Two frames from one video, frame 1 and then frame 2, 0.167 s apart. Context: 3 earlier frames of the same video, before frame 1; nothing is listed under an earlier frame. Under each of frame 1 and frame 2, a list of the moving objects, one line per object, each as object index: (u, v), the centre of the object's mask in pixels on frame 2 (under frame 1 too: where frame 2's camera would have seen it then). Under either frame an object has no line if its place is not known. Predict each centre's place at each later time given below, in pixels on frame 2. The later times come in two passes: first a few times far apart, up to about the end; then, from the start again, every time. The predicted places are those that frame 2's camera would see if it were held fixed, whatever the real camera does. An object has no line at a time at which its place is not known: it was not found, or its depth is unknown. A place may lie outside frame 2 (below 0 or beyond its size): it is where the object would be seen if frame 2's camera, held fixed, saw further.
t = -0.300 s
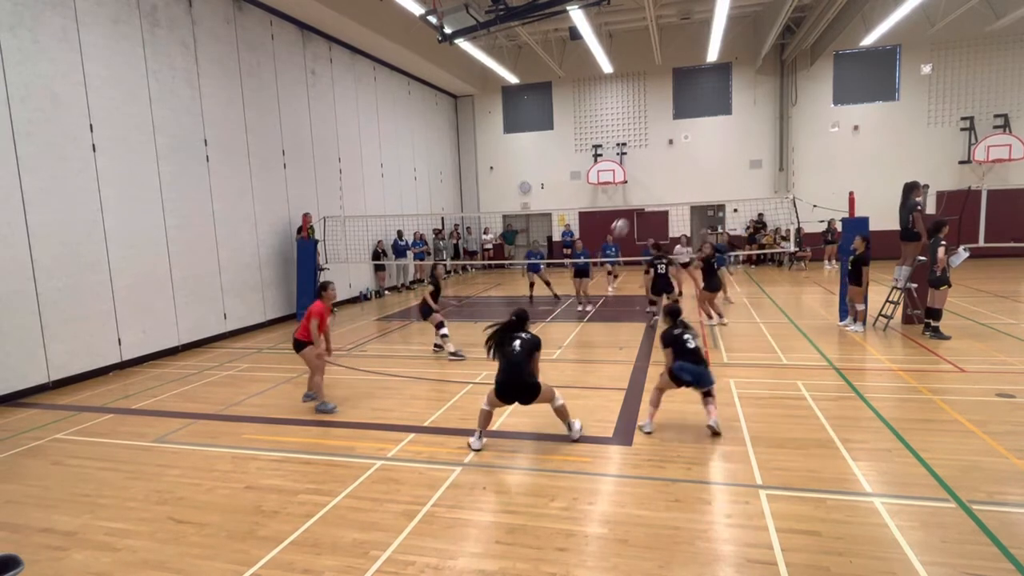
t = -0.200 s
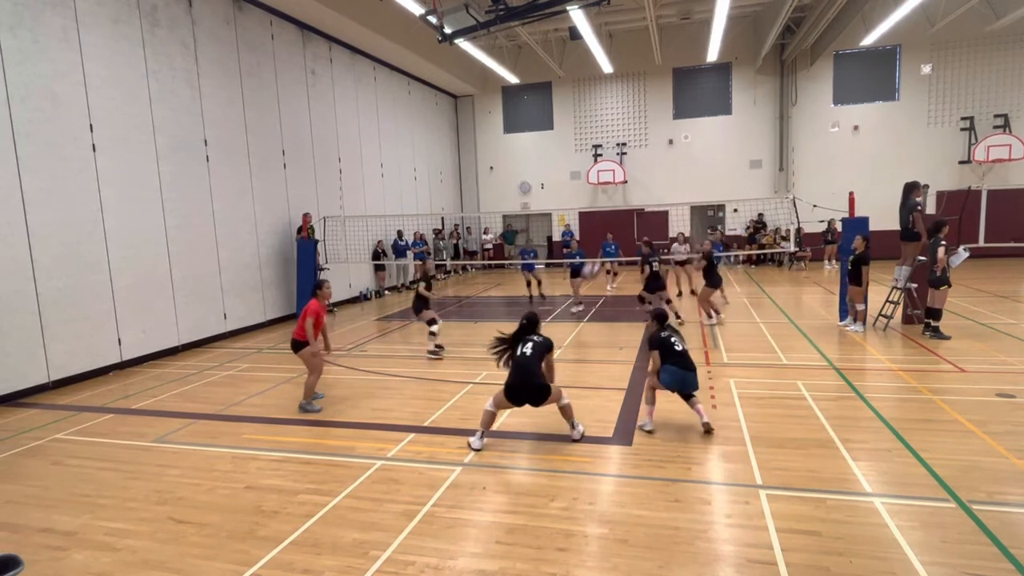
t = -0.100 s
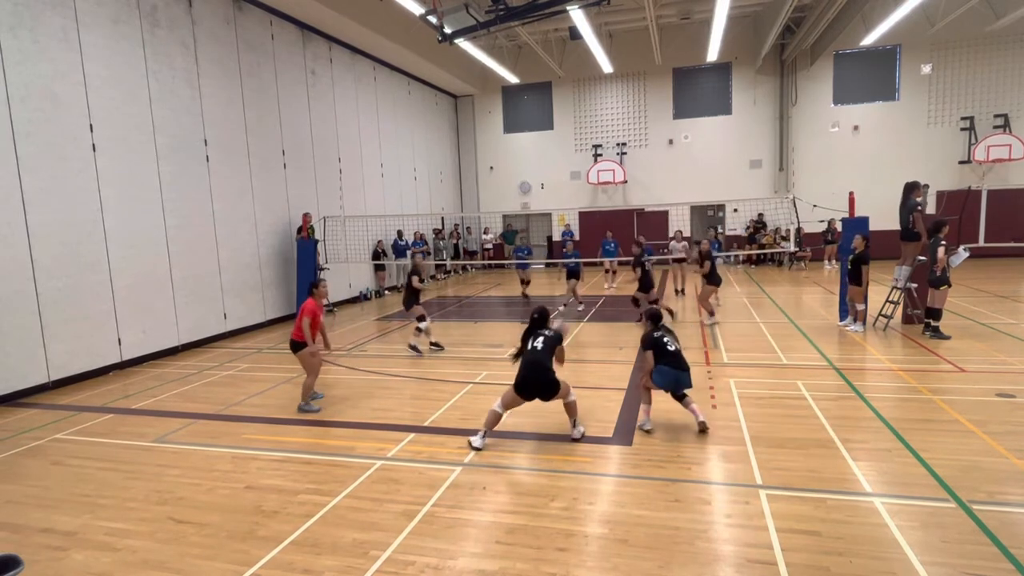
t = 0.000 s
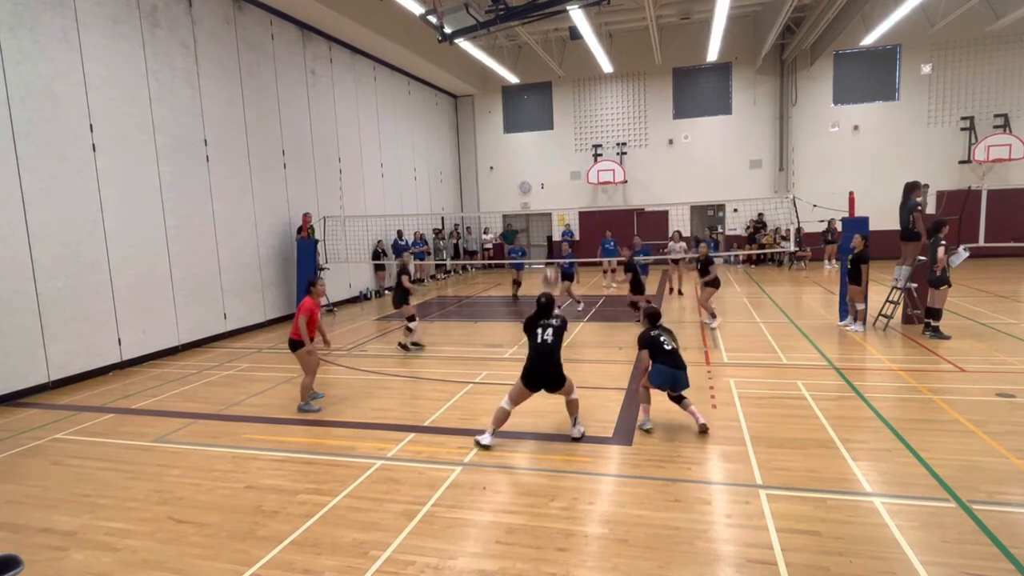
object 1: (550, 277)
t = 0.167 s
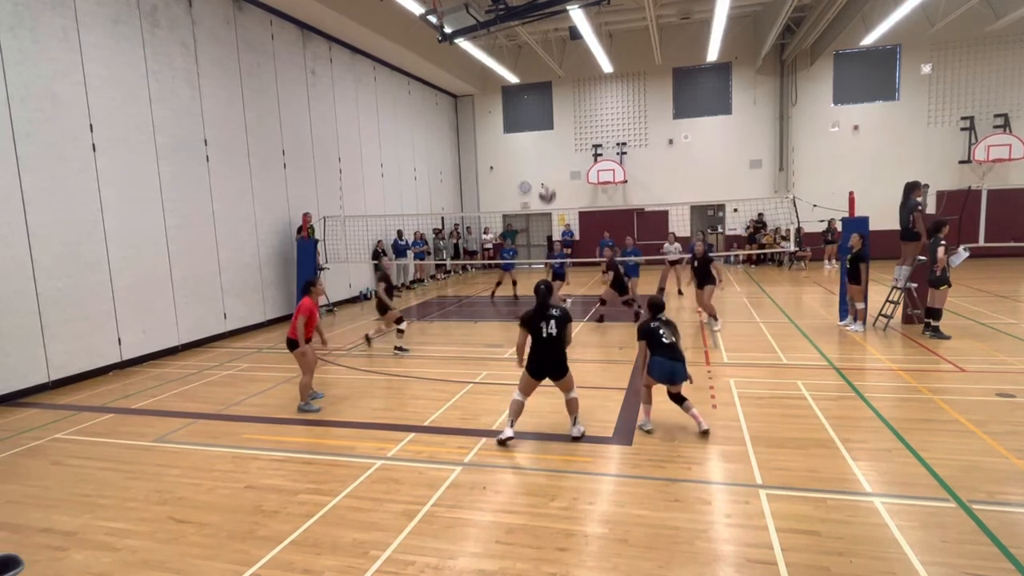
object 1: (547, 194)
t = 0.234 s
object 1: (546, 171)
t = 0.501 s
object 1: (543, 129)
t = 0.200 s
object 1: (546, 182)
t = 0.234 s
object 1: (546, 171)
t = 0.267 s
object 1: (546, 163)
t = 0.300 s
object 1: (545, 155)
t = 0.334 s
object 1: (544, 148)
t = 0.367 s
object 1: (544, 143)
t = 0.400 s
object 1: (544, 137)
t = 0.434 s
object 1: (543, 134)
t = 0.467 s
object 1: (543, 131)
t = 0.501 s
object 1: (543, 129)
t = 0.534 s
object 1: (543, 128)
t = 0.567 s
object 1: (542, 128)
